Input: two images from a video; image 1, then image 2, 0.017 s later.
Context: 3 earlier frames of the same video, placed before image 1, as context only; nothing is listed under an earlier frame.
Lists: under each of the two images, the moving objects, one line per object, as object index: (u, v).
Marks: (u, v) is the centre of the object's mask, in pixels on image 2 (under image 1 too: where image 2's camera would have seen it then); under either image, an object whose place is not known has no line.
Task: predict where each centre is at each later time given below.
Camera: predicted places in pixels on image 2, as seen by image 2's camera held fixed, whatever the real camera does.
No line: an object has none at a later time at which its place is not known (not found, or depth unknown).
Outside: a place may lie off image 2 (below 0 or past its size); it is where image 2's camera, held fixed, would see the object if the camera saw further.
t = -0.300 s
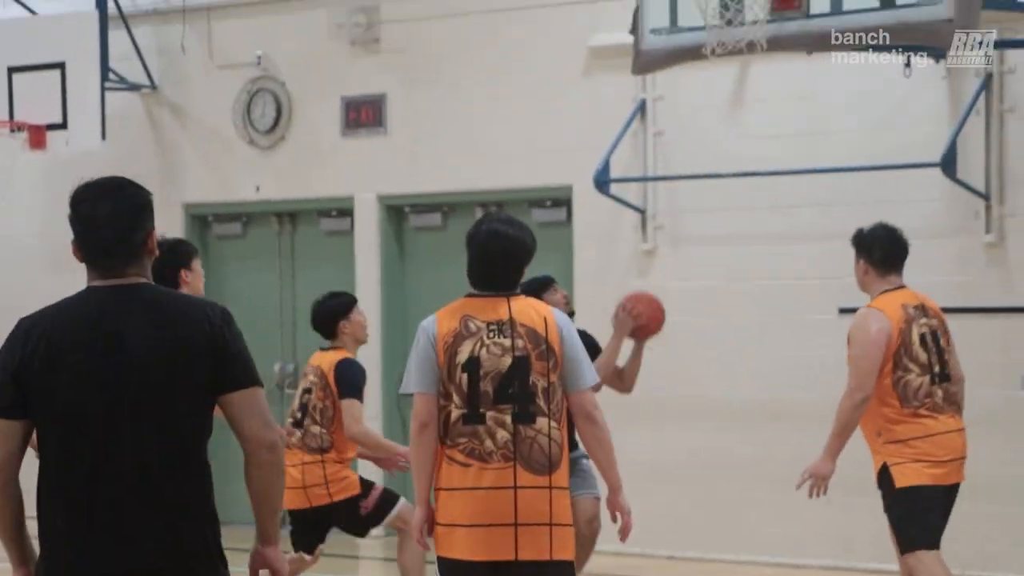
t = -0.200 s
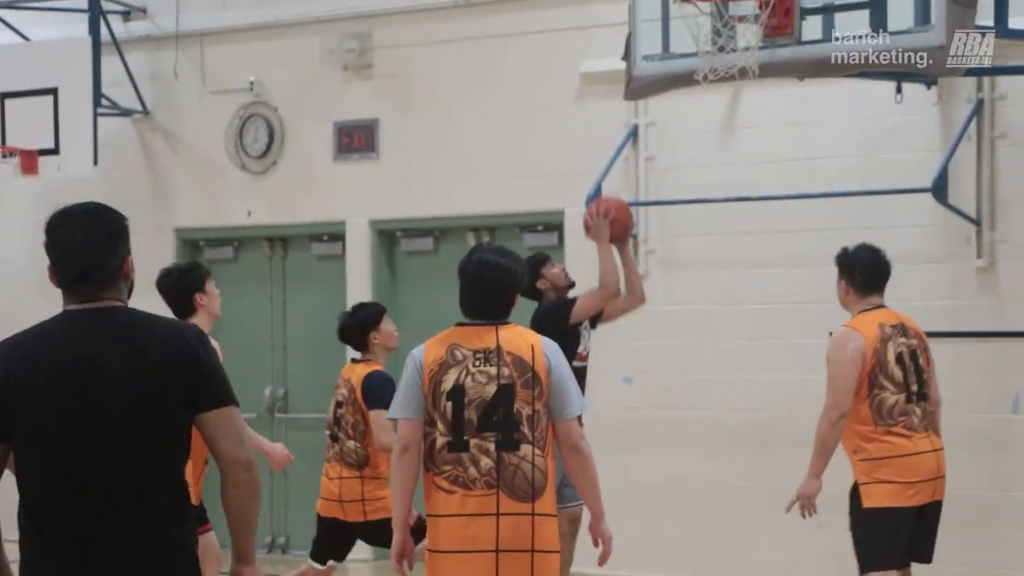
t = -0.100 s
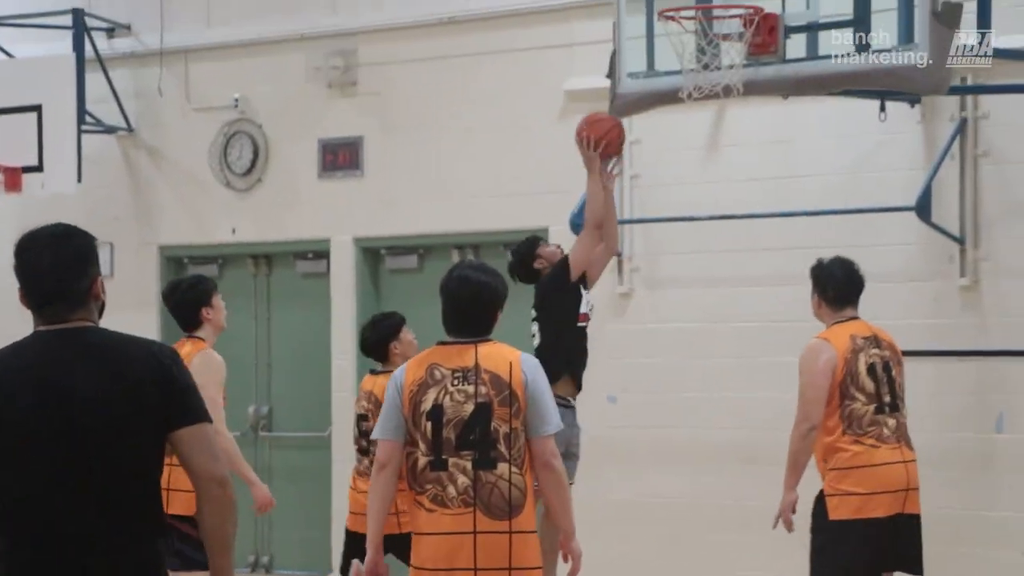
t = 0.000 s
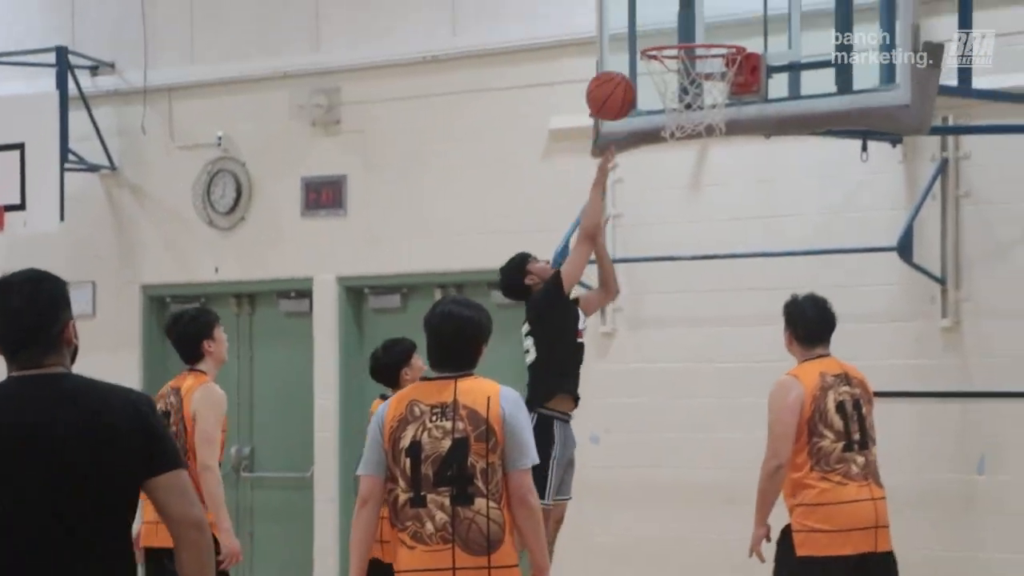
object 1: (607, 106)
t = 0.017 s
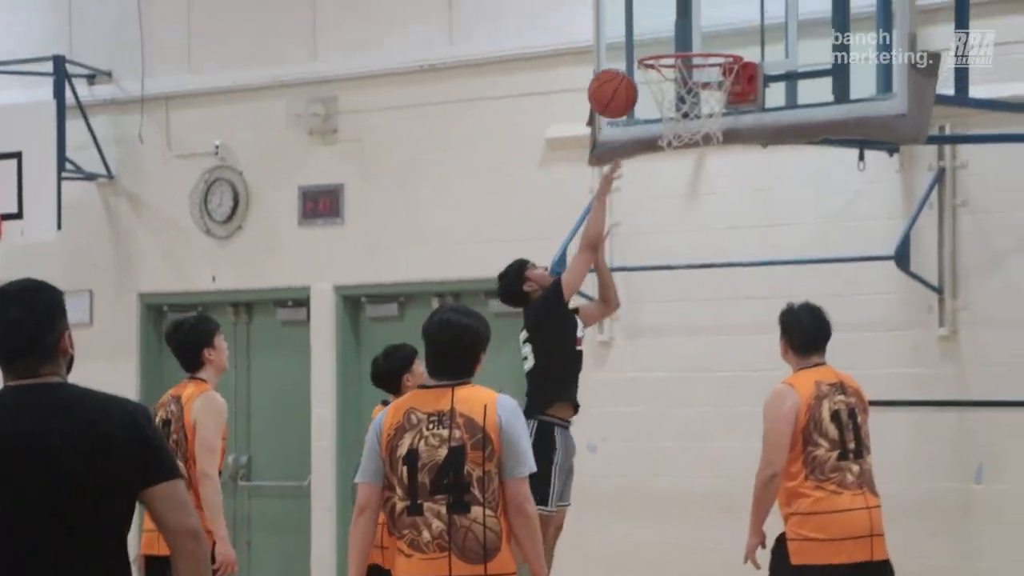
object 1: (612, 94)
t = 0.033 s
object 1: (618, 82)
